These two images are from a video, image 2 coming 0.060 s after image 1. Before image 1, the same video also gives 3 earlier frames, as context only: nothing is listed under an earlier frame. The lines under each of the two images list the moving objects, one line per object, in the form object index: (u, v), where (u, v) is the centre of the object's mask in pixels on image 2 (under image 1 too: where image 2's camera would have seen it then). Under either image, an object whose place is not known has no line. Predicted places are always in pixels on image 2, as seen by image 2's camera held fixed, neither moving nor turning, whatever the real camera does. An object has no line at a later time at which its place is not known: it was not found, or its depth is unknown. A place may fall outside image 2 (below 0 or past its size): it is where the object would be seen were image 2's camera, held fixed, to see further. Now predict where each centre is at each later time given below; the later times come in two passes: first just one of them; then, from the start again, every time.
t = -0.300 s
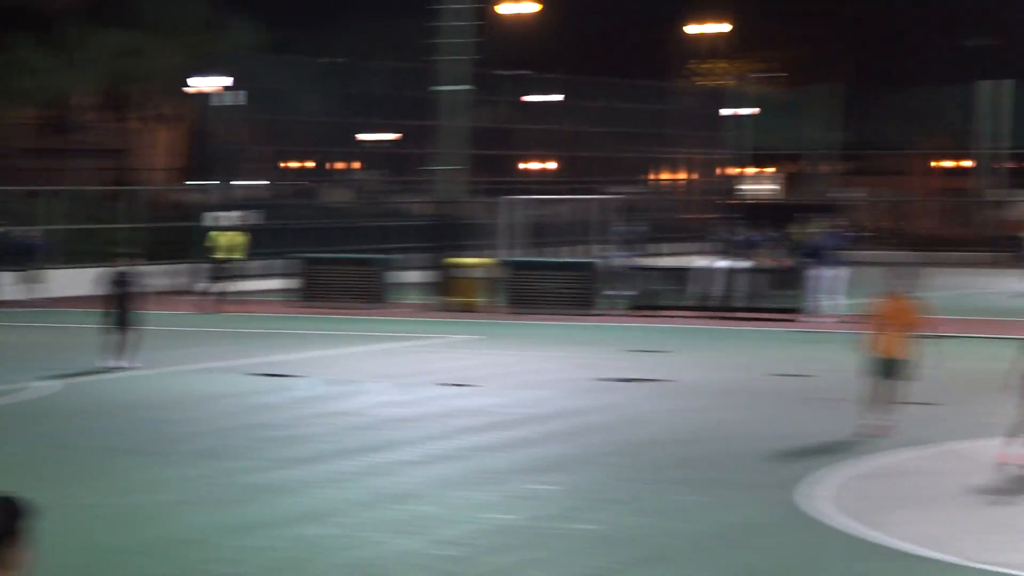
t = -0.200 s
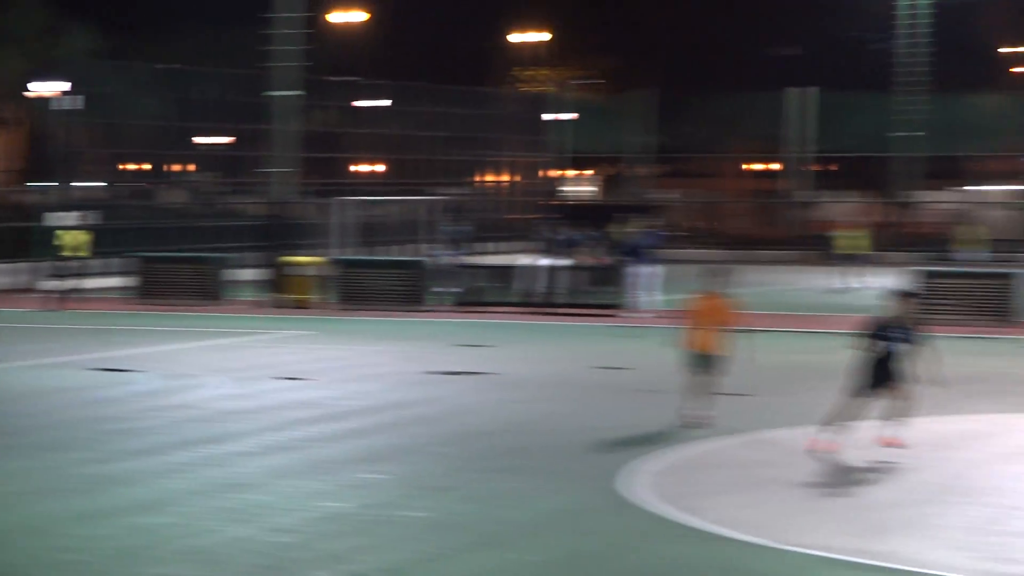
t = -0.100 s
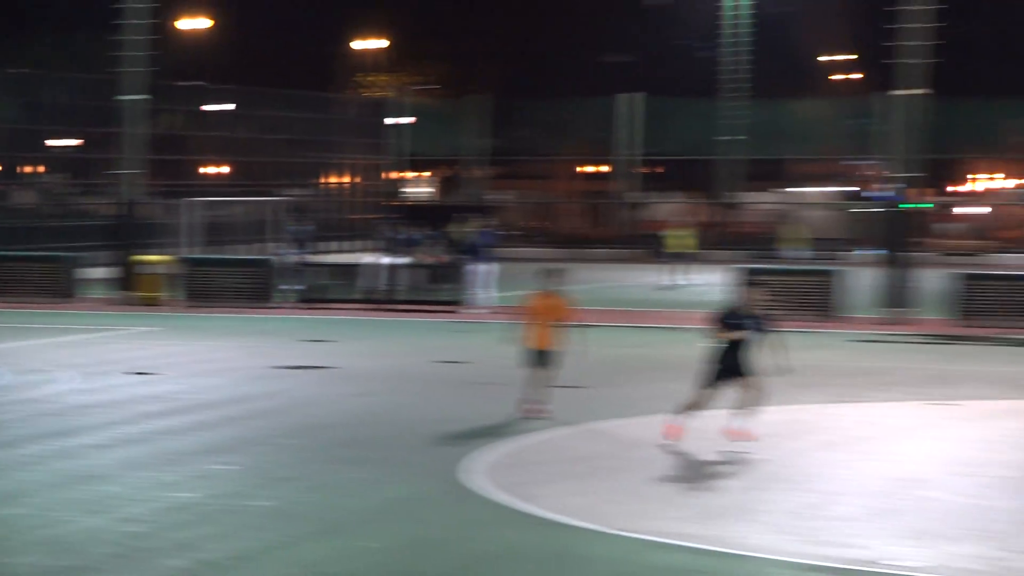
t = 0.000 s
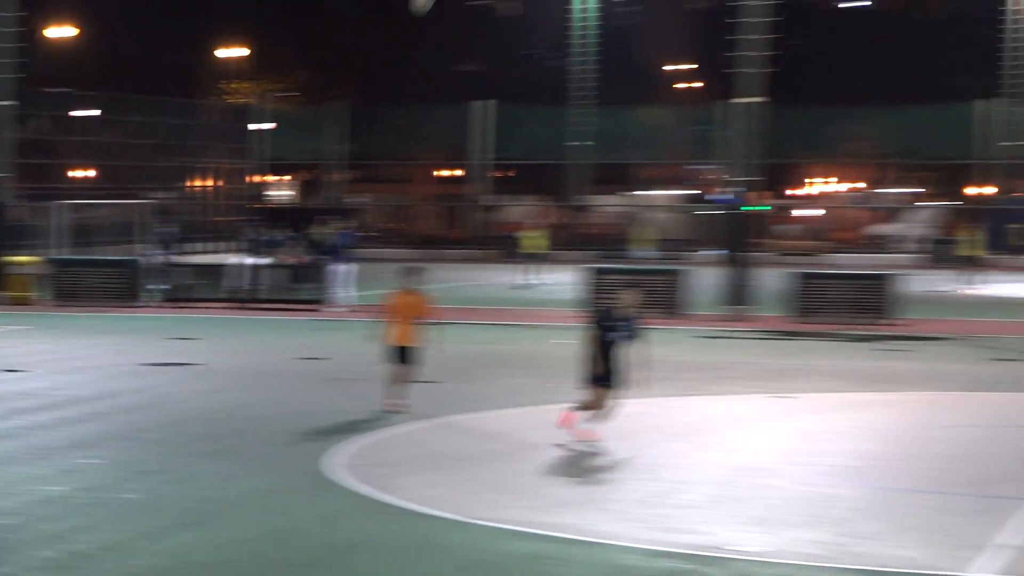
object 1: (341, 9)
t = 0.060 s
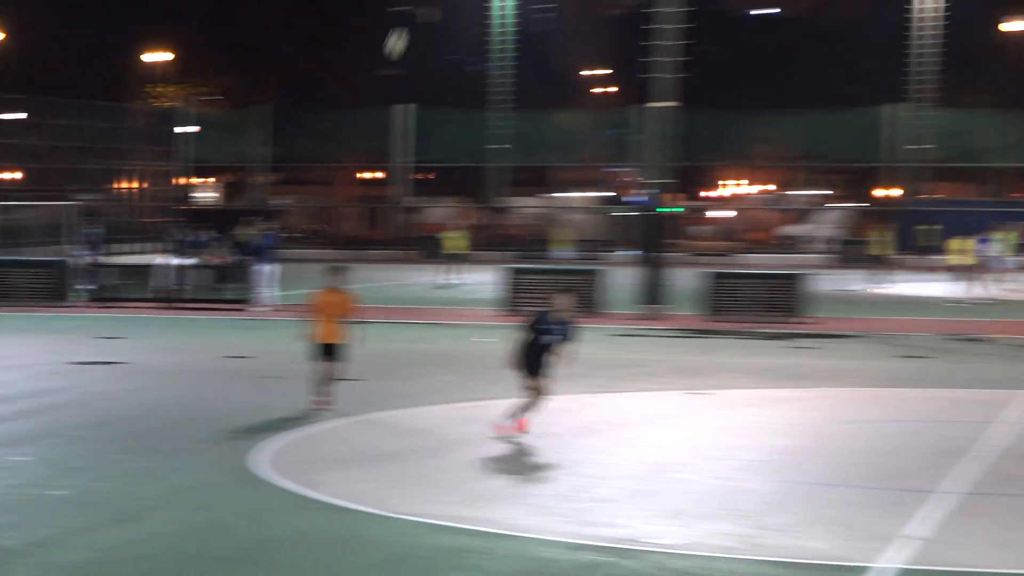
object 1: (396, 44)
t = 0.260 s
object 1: (573, 206)
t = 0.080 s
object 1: (414, 58)
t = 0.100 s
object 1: (432, 73)
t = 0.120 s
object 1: (449, 89)
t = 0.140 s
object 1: (467, 104)
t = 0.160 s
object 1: (485, 120)
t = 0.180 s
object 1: (502, 136)
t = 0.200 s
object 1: (521, 153)
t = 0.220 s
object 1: (538, 171)
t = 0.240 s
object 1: (557, 185)
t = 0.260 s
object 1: (573, 206)
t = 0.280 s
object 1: (592, 225)
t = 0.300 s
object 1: (609, 242)
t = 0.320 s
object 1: (628, 258)
